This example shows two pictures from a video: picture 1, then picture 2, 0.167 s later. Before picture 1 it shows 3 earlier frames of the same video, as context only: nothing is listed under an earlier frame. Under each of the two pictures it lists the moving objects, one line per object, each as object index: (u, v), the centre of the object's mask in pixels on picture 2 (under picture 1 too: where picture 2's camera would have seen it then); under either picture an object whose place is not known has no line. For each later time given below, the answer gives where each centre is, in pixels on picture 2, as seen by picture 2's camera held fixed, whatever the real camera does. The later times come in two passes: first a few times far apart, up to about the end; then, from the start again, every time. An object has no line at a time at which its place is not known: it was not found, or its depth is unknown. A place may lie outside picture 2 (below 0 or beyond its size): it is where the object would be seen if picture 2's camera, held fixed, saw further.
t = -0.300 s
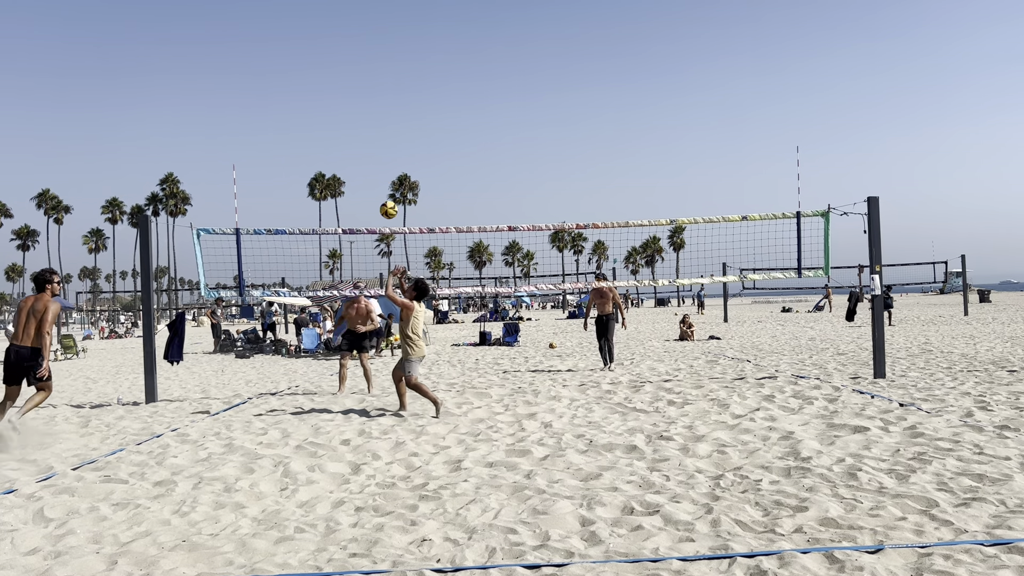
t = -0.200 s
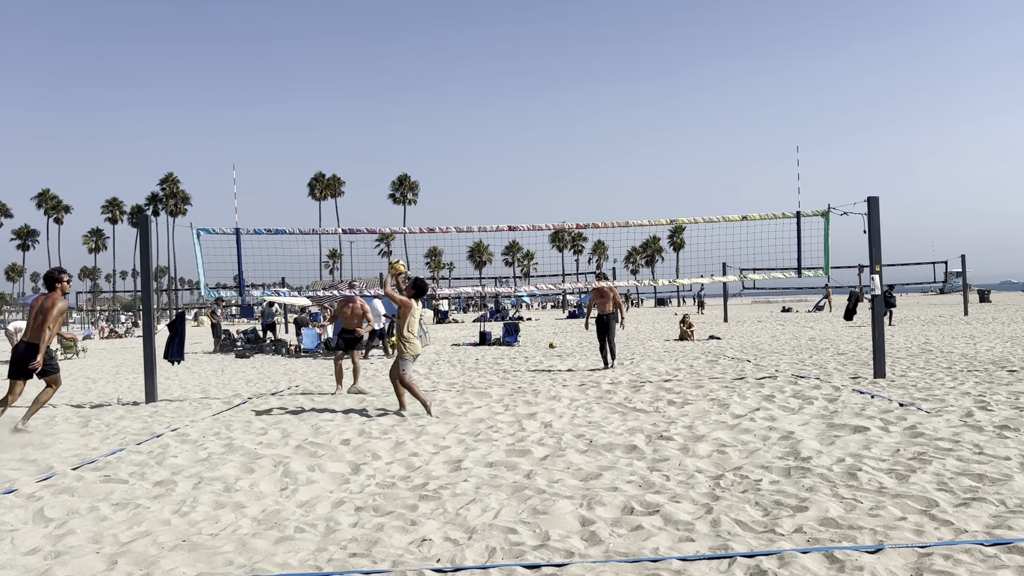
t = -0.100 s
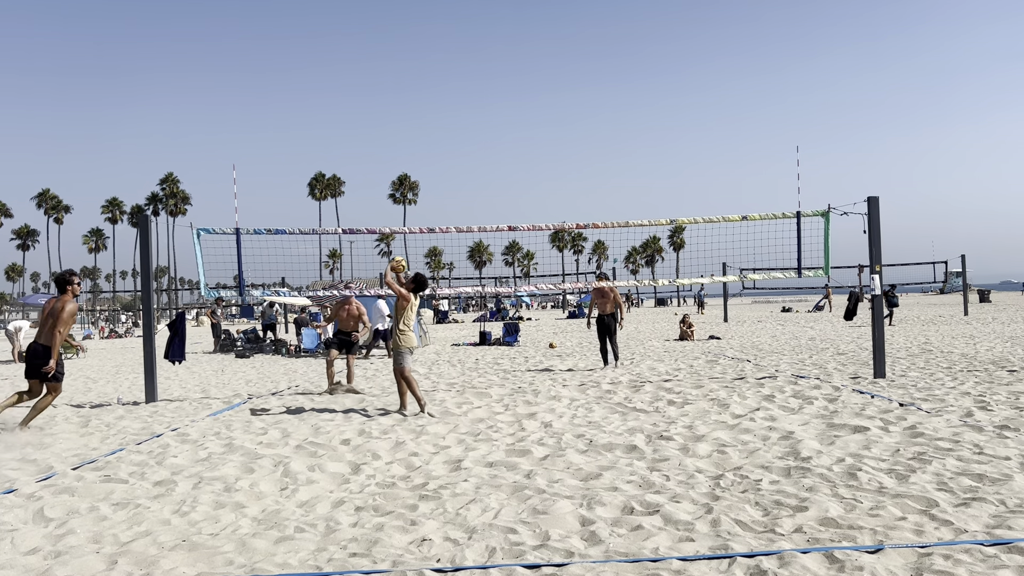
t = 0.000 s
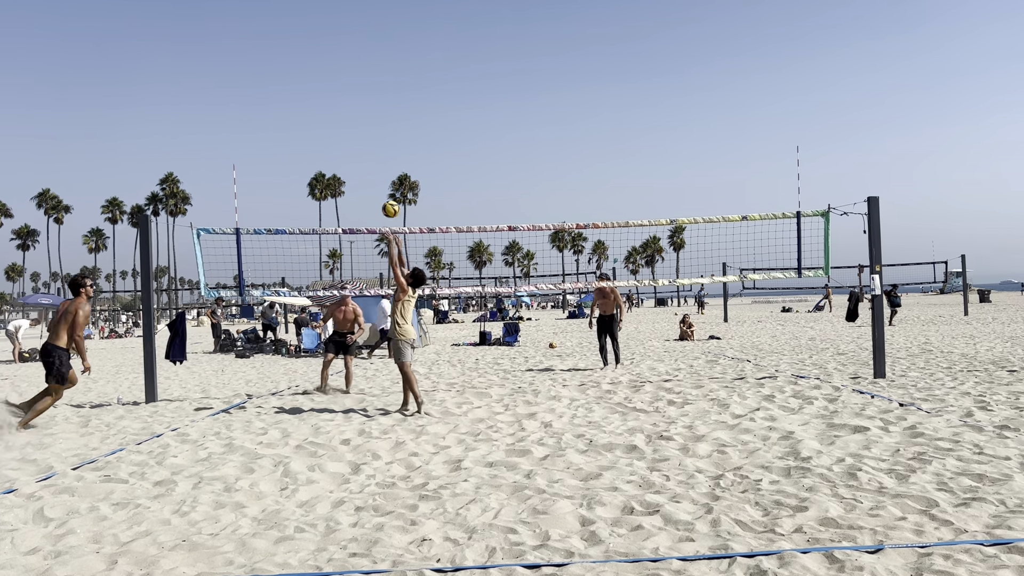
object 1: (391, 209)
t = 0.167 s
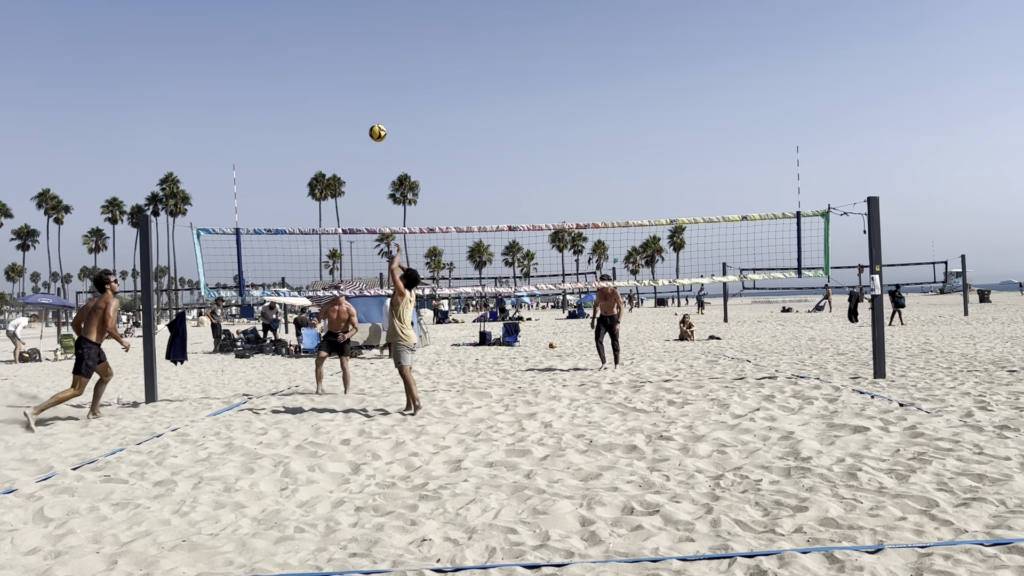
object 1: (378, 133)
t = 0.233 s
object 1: (373, 109)
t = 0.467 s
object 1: (356, 59)
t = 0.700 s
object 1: (340, 54)
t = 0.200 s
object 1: (375, 120)
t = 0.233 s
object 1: (373, 109)
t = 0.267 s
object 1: (370, 99)
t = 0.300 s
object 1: (368, 90)
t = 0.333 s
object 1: (366, 82)
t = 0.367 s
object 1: (363, 74)
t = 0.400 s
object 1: (361, 68)
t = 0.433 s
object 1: (359, 63)
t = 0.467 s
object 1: (356, 59)
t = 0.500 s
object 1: (354, 55)
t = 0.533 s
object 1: (352, 53)
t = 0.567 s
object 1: (350, 51)
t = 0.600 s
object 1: (347, 51)
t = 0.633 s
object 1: (345, 51)
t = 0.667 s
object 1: (343, 52)
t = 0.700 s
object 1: (340, 54)
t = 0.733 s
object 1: (338, 56)
